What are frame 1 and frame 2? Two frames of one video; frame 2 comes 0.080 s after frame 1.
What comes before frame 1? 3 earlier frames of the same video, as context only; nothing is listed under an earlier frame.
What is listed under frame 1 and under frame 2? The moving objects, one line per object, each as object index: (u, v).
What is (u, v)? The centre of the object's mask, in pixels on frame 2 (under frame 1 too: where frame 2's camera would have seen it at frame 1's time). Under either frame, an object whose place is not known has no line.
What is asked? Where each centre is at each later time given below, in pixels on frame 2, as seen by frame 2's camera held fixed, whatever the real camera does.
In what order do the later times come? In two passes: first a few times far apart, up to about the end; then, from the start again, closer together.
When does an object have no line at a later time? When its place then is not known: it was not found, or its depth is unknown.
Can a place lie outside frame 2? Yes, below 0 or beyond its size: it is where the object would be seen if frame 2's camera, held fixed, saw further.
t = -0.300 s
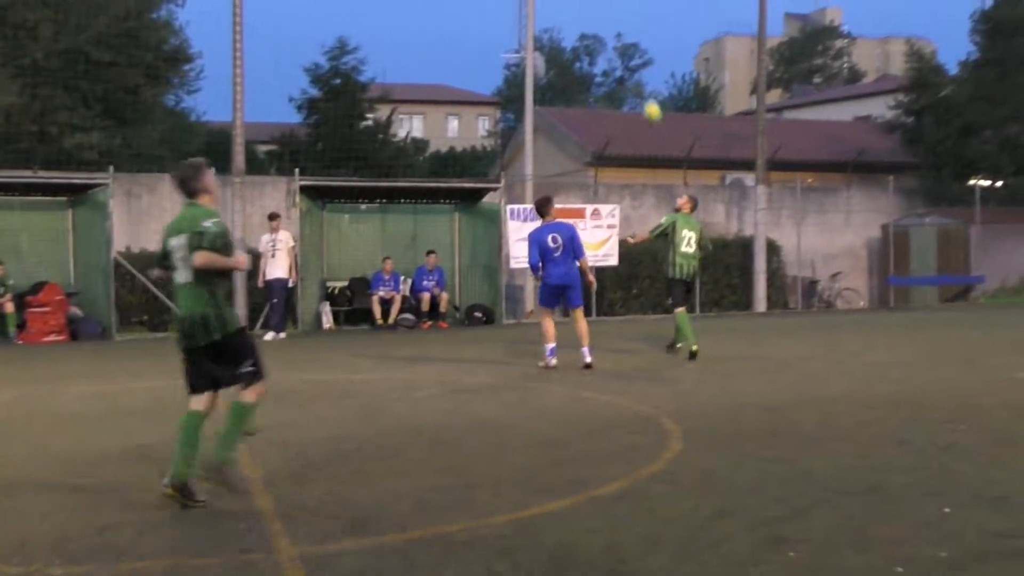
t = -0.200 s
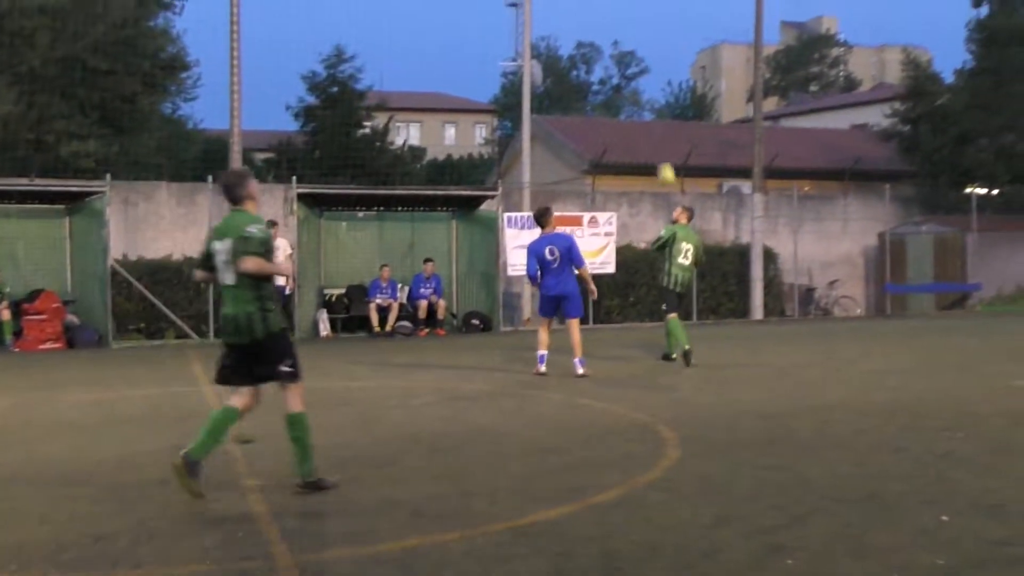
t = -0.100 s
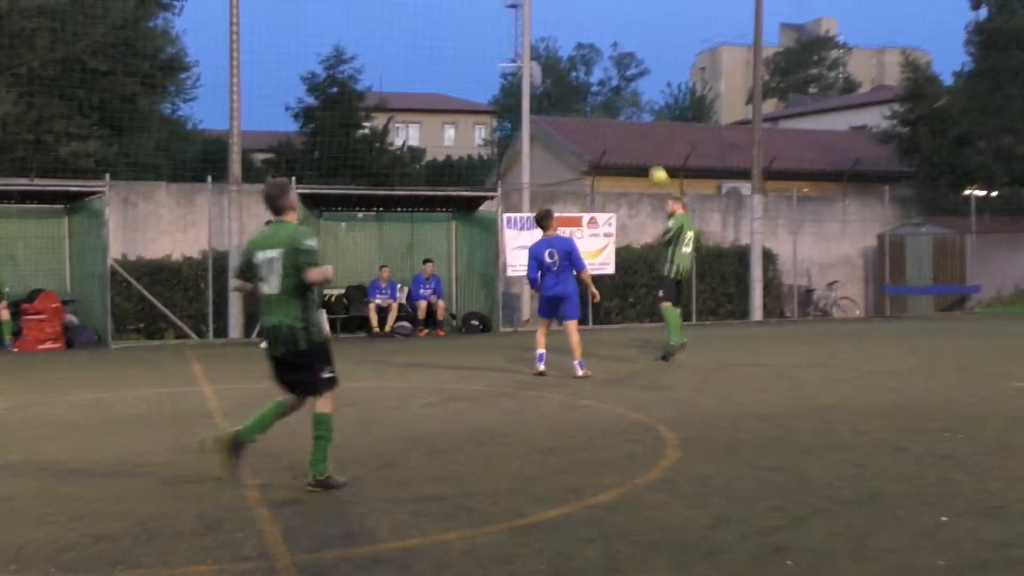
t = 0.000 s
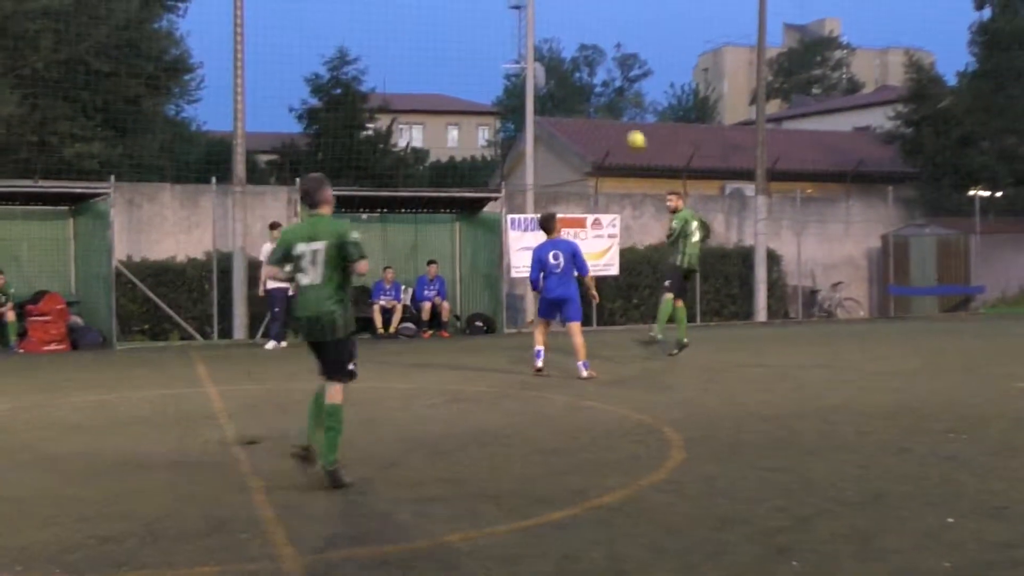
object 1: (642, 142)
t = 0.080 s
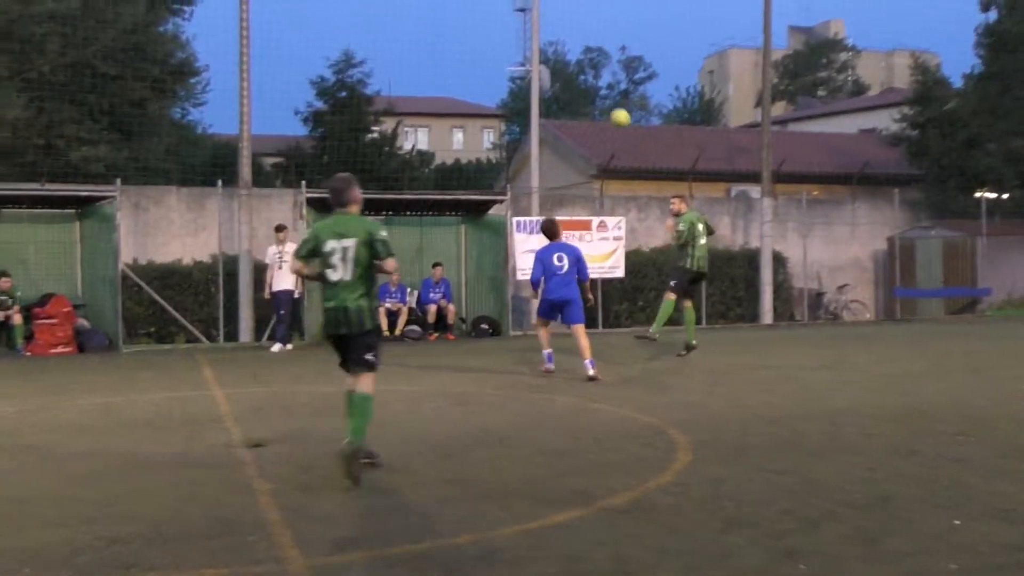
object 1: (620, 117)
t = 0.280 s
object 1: (566, 79)
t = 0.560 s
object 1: (486, 86)
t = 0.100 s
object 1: (615, 112)
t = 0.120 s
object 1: (610, 107)
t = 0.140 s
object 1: (604, 102)
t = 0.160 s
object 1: (599, 98)
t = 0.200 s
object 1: (587, 90)
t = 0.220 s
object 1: (582, 87)
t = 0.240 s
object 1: (577, 84)
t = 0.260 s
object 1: (572, 82)
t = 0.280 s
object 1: (566, 79)
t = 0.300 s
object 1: (560, 78)
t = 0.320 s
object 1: (555, 76)
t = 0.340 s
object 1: (550, 75)
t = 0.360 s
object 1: (544, 74)
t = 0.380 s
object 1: (538, 74)
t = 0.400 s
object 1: (532, 73)
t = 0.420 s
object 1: (525, 73)
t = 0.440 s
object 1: (521, 73)
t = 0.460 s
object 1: (515, 75)
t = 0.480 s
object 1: (509, 77)
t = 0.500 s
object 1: (503, 79)
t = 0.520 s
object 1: (498, 81)
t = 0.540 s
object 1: (491, 83)
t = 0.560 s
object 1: (486, 86)
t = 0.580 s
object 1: (480, 90)
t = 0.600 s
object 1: (474, 93)
